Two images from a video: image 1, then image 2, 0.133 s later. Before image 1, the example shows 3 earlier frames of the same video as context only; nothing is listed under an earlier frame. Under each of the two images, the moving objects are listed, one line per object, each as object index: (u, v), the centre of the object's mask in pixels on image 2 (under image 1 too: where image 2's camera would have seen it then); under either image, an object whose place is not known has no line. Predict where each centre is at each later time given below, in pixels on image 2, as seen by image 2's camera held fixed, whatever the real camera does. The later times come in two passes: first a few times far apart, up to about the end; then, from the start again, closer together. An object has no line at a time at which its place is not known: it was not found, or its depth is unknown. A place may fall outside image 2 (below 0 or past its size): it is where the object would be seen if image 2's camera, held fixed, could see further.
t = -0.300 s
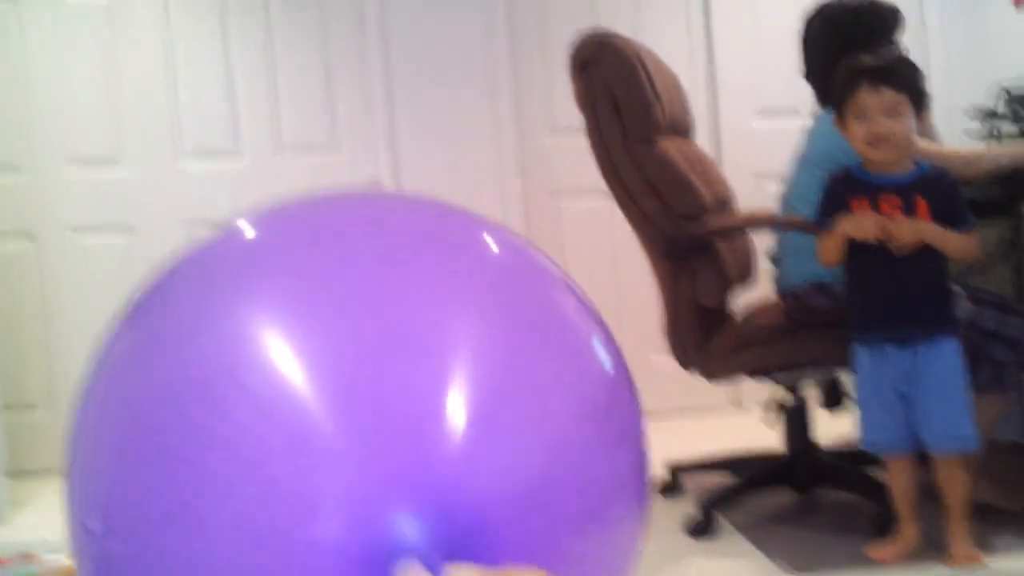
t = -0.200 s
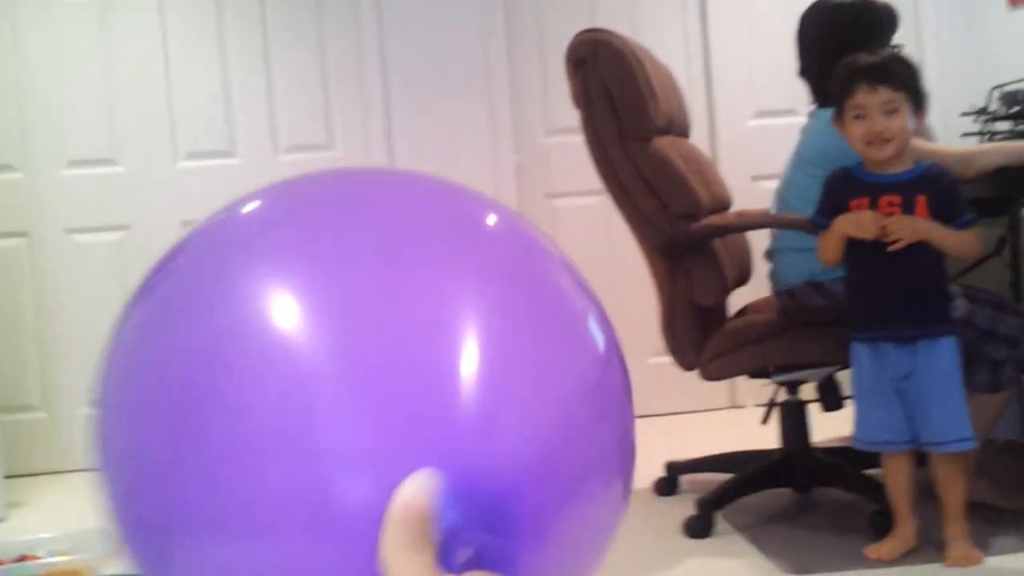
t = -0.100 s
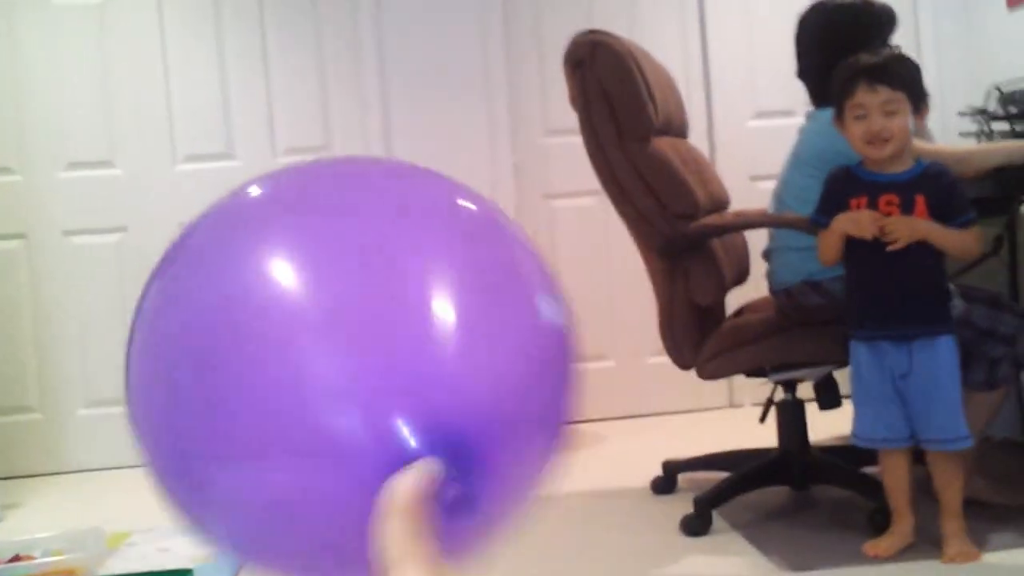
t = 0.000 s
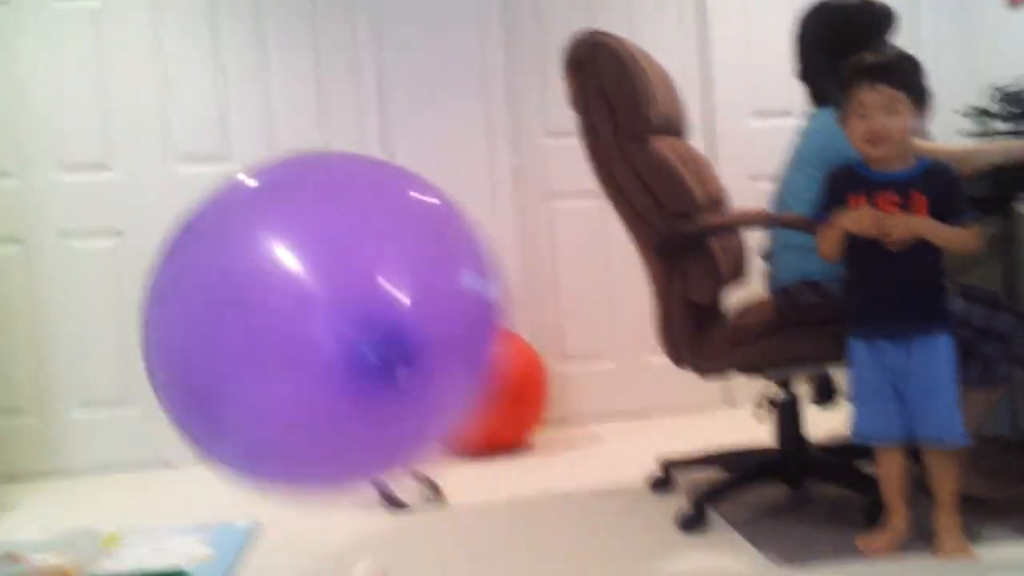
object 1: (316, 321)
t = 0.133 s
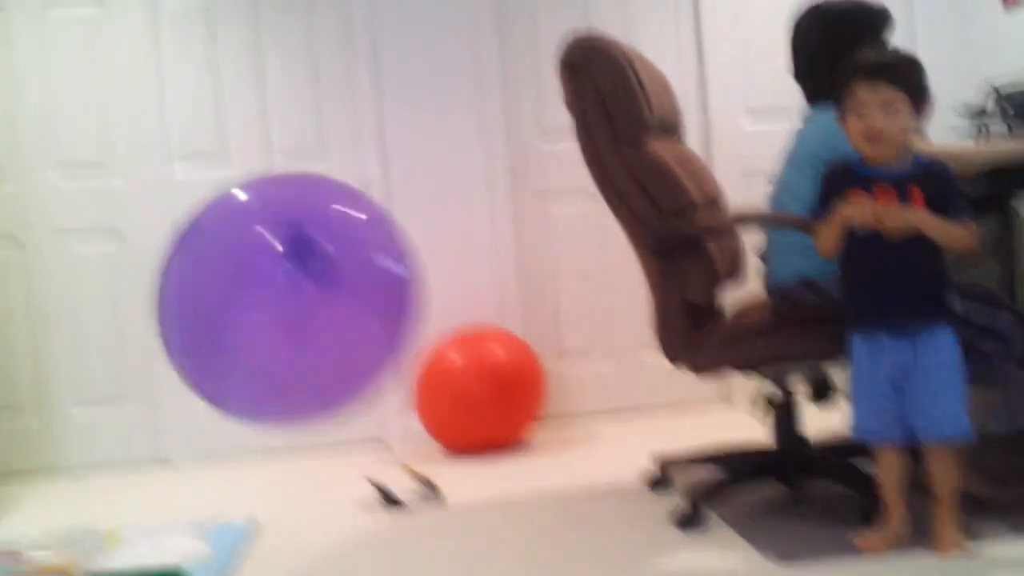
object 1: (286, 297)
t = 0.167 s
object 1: (279, 301)
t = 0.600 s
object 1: (363, 439)
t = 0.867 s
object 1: (466, 293)
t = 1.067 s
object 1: (591, 170)
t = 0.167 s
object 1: (279, 301)
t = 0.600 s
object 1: (363, 439)
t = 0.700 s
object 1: (394, 377)
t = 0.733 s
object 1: (405, 360)
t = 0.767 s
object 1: (419, 343)
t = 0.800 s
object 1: (433, 327)
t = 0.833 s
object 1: (449, 310)
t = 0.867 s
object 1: (466, 293)
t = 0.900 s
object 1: (485, 272)
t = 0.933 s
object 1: (503, 257)
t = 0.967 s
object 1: (523, 238)
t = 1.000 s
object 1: (546, 215)
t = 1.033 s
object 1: (569, 195)
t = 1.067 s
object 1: (591, 170)
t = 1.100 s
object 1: (611, 144)
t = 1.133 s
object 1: (632, 121)
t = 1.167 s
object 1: (651, 104)
